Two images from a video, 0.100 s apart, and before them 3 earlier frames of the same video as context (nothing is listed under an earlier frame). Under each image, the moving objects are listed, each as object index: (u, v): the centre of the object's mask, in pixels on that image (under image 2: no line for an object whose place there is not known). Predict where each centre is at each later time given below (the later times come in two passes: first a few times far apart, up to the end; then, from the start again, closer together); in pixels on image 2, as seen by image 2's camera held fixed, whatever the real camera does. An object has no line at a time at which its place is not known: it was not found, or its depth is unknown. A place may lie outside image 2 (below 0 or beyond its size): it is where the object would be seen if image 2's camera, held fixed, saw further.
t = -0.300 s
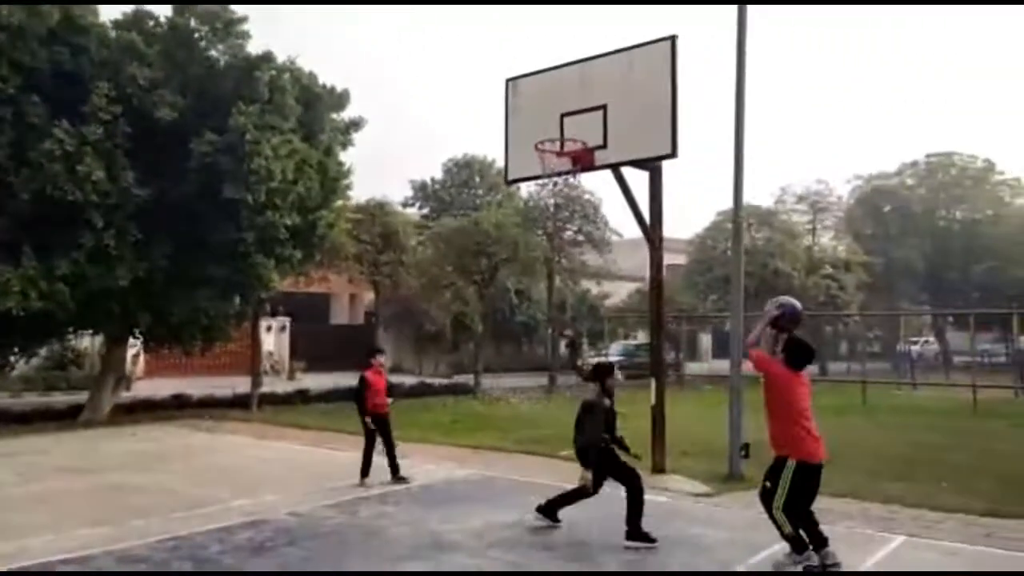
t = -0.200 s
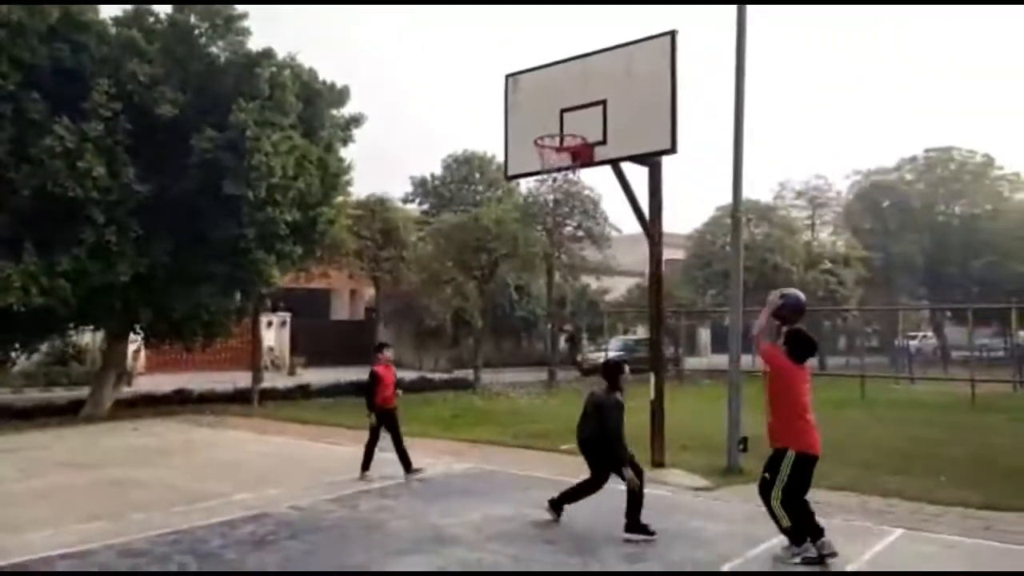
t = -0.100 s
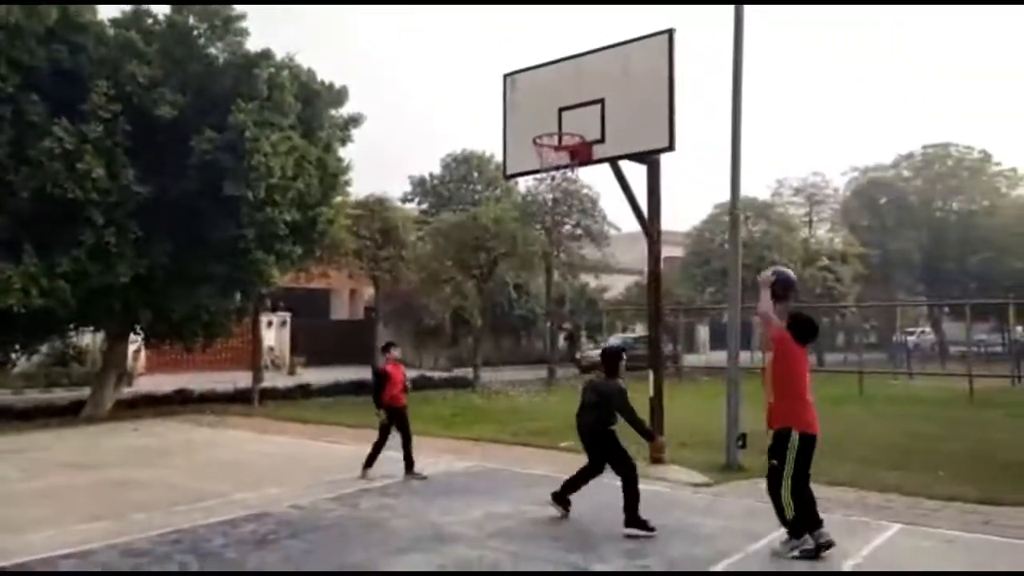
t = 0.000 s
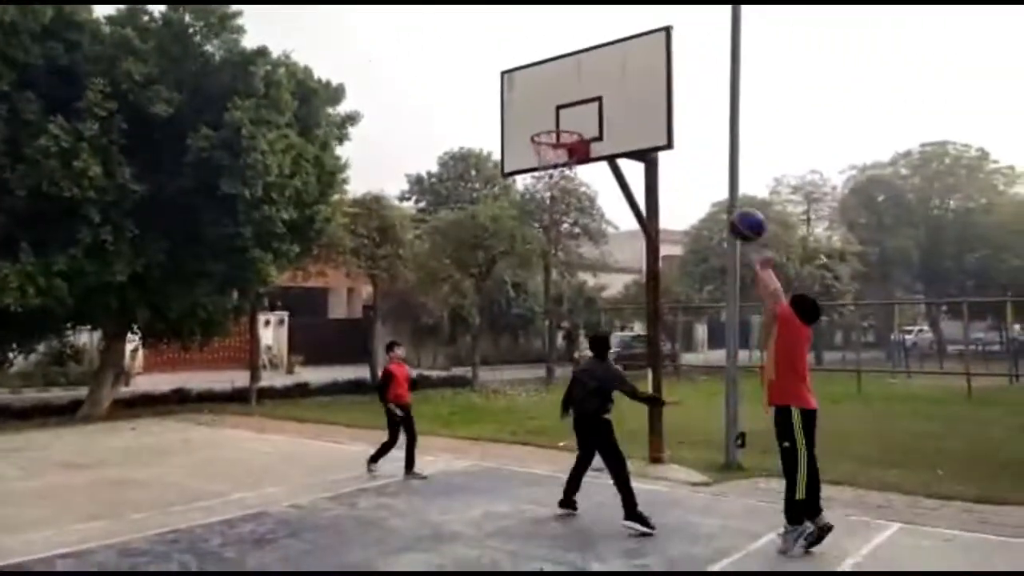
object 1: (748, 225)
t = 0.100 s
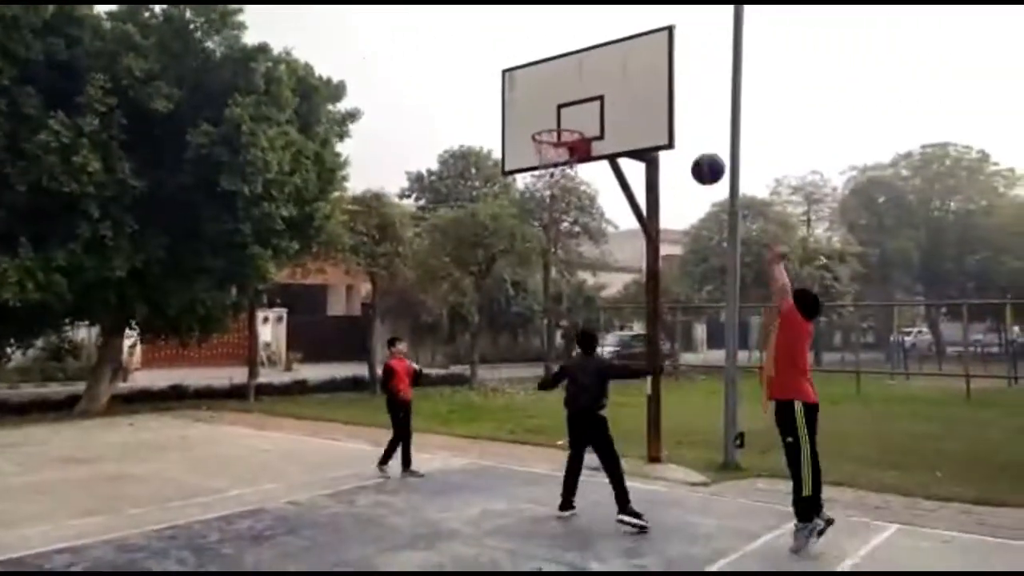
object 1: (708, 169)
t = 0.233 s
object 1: (661, 119)
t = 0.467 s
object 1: (587, 90)
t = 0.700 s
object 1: (525, 122)
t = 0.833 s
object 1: (493, 164)
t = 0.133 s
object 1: (695, 153)
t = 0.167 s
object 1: (683, 140)
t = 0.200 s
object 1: (672, 129)
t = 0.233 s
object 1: (661, 119)
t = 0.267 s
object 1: (649, 111)
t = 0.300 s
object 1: (637, 103)
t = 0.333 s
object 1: (625, 98)
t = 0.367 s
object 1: (616, 94)
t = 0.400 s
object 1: (606, 91)
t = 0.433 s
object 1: (597, 90)
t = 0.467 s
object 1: (587, 90)
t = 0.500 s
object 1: (577, 91)
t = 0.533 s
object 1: (568, 93)
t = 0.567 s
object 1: (559, 96)
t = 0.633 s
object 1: (541, 107)
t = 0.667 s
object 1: (533, 113)
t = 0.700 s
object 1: (525, 122)
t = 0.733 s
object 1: (516, 131)
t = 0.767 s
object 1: (508, 141)
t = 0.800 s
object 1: (500, 152)
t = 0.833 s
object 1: (493, 164)
